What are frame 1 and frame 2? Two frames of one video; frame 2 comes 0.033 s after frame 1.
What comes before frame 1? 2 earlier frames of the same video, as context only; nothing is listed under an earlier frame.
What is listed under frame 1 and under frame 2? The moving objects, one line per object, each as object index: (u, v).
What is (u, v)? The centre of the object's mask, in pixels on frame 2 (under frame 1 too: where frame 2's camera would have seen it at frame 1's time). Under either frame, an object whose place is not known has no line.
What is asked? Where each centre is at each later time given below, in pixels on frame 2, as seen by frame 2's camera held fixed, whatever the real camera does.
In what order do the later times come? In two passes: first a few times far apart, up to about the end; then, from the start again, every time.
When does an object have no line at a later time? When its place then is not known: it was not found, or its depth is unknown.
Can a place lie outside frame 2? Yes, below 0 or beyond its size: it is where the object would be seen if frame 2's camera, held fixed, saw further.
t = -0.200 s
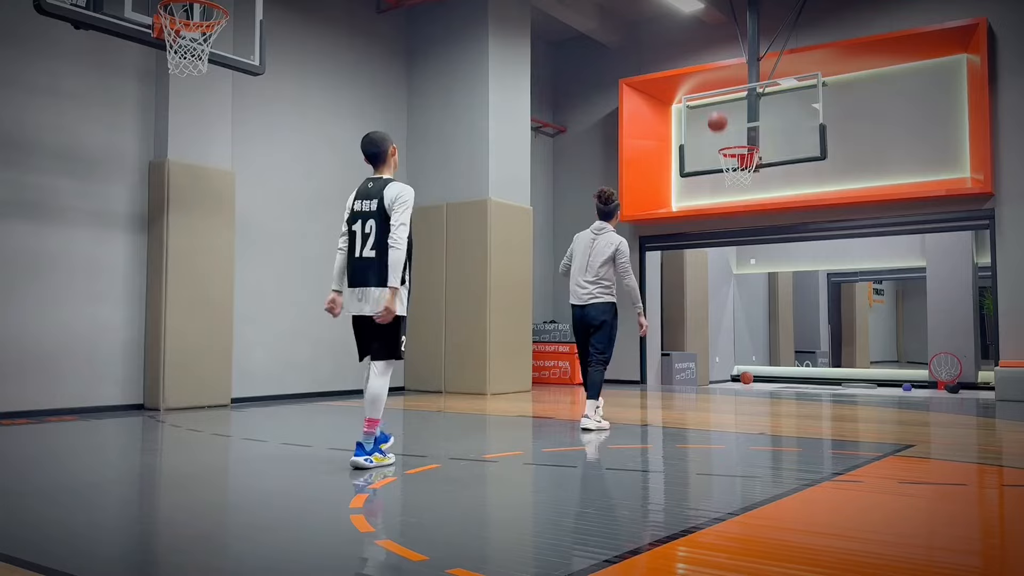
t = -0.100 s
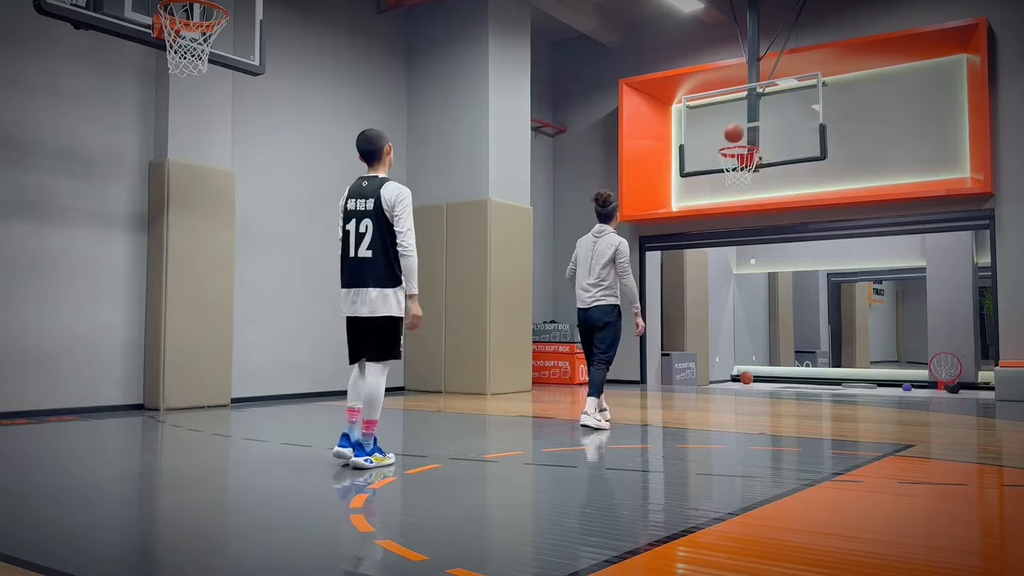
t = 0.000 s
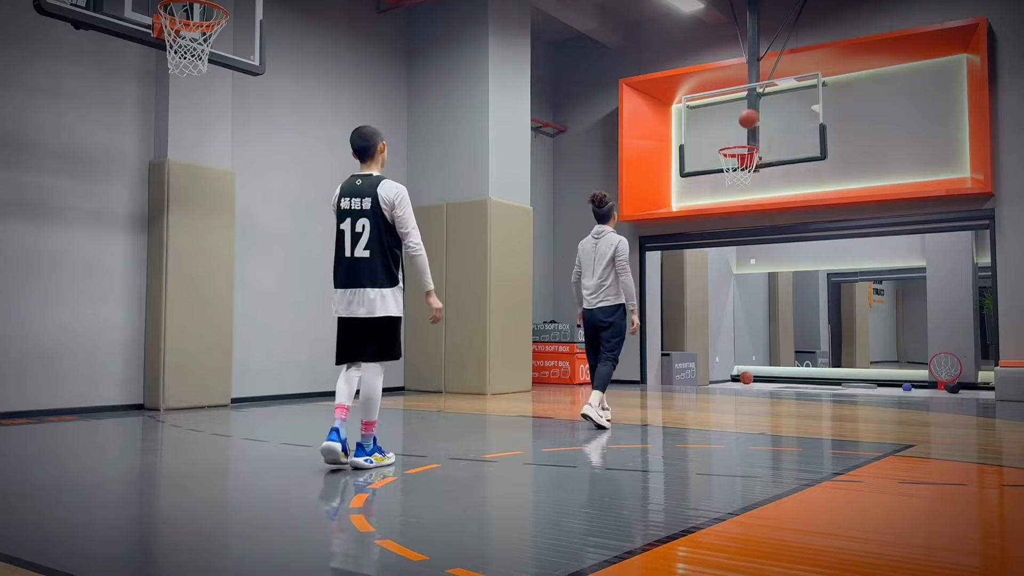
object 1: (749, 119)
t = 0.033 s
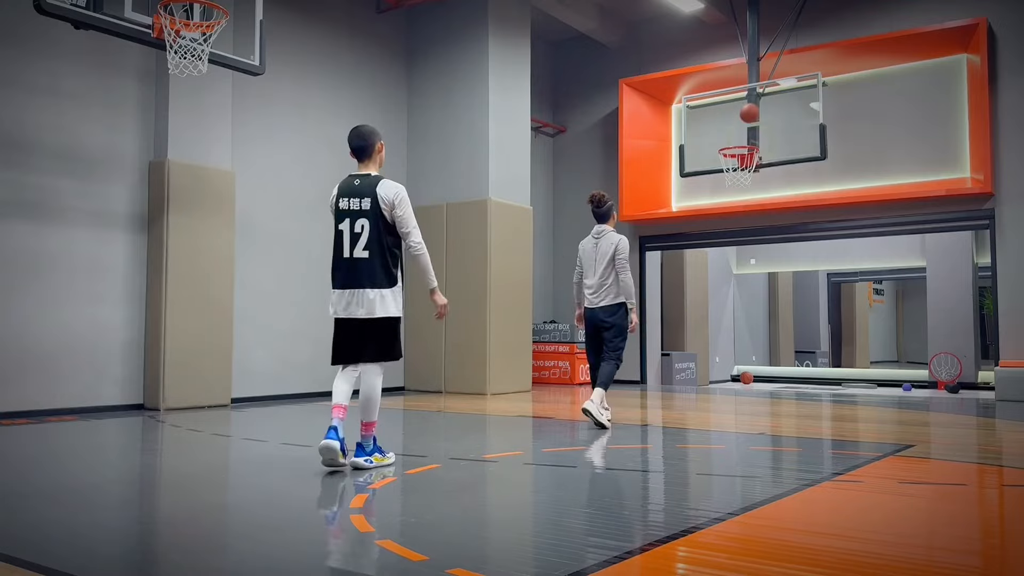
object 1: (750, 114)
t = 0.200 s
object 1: (755, 97)
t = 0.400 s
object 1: (761, 106)
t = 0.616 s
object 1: (770, 156)
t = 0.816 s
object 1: (780, 244)
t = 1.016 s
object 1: (791, 383)
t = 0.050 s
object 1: (750, 111)
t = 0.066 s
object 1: (751, 109)
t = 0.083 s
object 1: (751, 106)
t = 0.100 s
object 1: (751, 104)
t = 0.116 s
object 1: (752, 102)
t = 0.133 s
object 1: (753, 101)
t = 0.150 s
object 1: (753, 100)
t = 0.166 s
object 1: (753, 99)
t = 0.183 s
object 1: (754, 98)
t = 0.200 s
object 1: (755, 97)
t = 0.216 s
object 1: (755, 96)
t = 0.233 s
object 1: (756, 96)
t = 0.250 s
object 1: (756, 96)
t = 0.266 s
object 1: (757, 97)
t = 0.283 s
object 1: (757, 97)
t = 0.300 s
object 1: (758, 97)
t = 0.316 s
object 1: (758, 98)
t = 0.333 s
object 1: (759, 99)
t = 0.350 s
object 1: (760, 100)
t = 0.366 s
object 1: (760, 102)
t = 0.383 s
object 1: (761, 104)
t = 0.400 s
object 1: (761, 106)
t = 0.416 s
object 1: (762, 108)
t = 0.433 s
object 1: (763, 110)
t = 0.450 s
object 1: (764, 113)
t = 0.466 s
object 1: (764, 116)
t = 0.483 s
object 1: (765, 120)
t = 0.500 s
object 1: (766, 123)
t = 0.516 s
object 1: (766, 127)
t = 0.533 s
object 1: (767, 131)
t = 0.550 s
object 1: (768, 136)
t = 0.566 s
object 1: (769, 140)
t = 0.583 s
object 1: (769, 145)
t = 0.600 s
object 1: (770, 150)
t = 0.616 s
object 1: (770, 156)
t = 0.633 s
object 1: (771, 161)
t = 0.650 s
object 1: (772, 168)
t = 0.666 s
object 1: (773, 173)
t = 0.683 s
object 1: (773, 181)
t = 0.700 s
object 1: (774, 187)
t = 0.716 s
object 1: (775, 195)
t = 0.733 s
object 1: (775, 202)
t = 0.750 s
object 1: (777, 211)
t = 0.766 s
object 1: (777, 218)
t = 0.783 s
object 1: (778, 226)
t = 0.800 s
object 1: (779, 234)
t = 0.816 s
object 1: (780, 244)
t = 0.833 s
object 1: (780, 253)
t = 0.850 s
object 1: (781, 264)
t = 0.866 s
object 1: (782, 275)
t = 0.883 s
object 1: (783, 285)
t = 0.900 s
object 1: (783, 295)
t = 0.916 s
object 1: (785, 307)
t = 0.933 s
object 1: (786, 319)
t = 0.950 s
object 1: (787, 330)
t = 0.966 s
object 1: (788, 343)
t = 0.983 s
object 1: (789, 355)
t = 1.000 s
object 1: (790, 369)
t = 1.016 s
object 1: (791, 383)
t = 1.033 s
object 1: (792, 397)
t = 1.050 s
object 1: (793, 395)
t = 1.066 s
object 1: (794, 385)
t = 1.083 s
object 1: (794, 375)
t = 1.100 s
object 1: (795, 364)
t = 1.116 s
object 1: (796, 355)
